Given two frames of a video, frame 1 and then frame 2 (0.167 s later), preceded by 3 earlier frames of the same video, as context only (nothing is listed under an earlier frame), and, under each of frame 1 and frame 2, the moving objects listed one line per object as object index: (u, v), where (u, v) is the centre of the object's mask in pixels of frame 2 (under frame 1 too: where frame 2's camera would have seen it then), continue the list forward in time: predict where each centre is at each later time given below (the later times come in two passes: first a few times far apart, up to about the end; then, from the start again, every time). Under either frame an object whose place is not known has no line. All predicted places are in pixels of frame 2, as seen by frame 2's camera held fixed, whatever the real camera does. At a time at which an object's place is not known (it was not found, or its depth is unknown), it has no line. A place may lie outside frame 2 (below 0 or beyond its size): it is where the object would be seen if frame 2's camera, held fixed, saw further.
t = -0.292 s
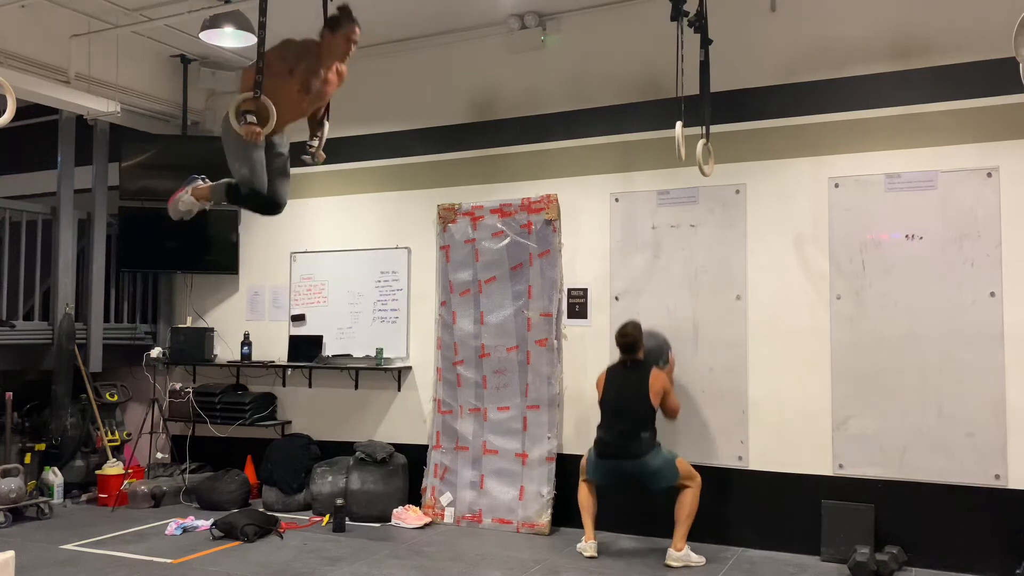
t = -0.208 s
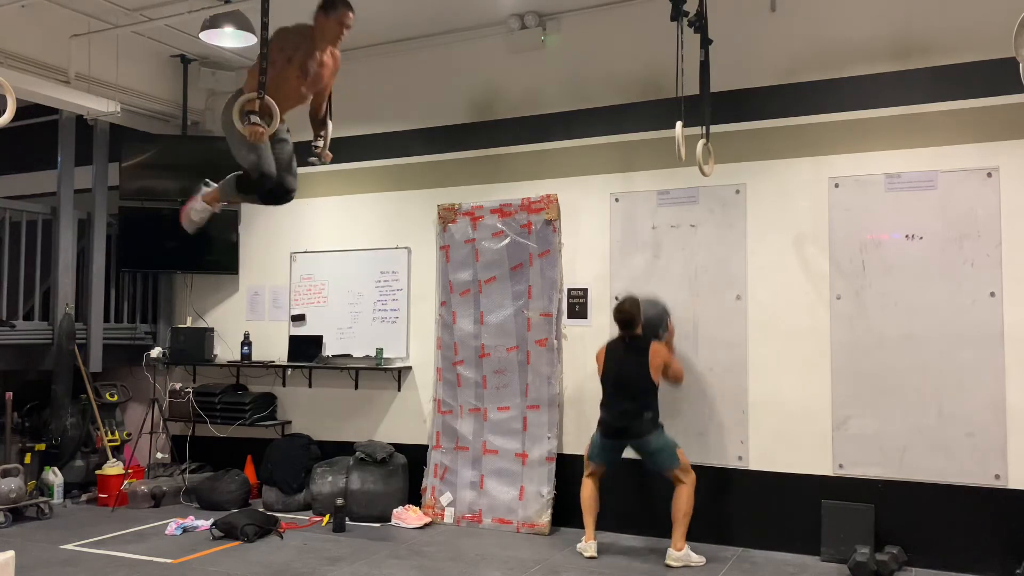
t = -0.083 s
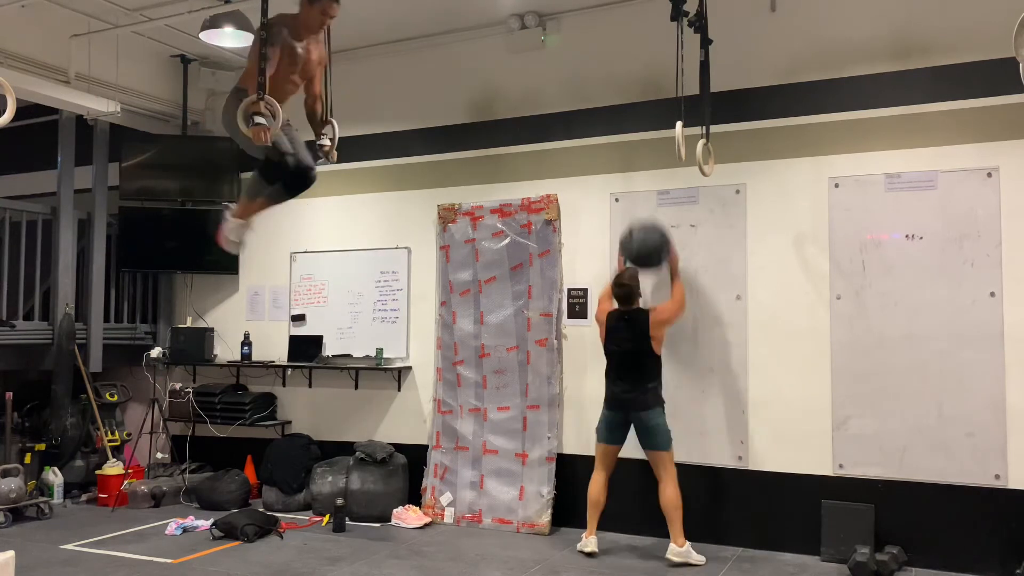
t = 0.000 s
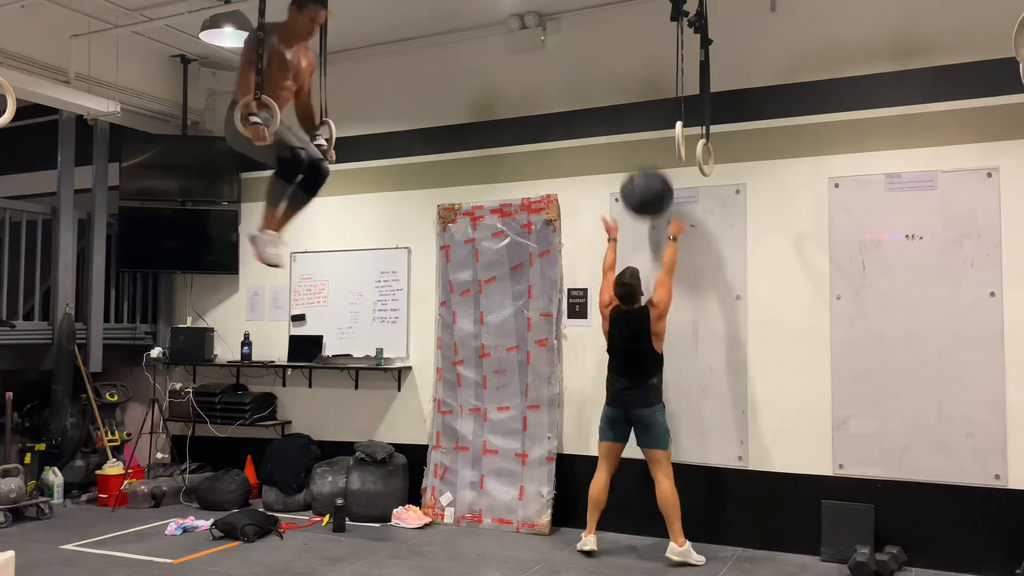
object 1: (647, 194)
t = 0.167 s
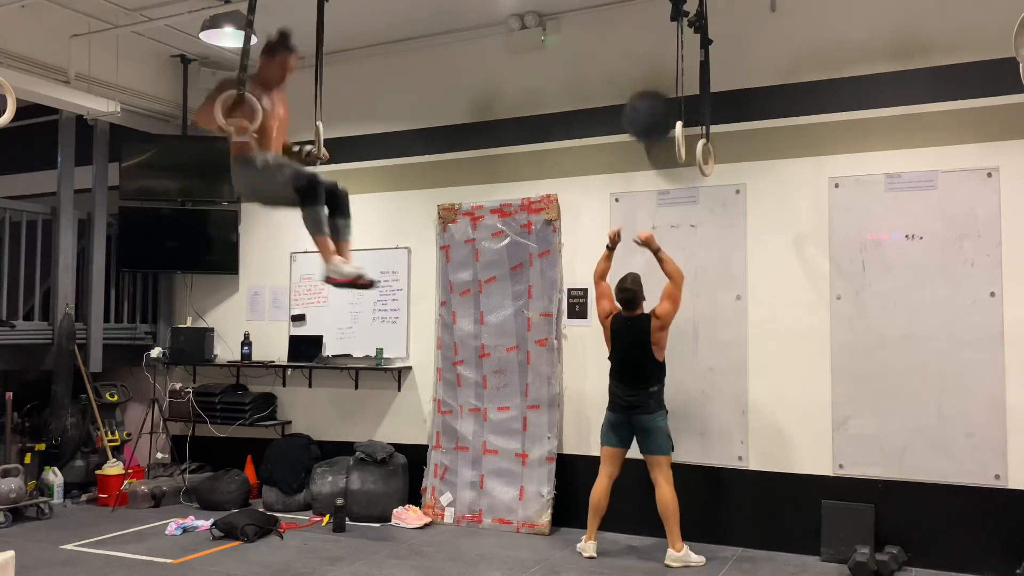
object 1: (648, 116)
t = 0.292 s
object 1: (650, 86)
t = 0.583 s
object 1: (651, 99)
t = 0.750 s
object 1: (648, 158)
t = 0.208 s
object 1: (649, 105)
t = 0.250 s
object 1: (650, 95)
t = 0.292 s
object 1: (650, 86)
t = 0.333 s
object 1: (650, 81)
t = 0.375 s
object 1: (651, 78)
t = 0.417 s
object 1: (651, 78)
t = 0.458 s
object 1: (651, 79)
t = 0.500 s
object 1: (650, 83)
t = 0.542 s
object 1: (650, 91)
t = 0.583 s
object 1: (651, 99)
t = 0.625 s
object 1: (650, 109)
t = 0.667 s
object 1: (649, 122)
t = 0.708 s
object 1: (648, 137)
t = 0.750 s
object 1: (648, 158)
